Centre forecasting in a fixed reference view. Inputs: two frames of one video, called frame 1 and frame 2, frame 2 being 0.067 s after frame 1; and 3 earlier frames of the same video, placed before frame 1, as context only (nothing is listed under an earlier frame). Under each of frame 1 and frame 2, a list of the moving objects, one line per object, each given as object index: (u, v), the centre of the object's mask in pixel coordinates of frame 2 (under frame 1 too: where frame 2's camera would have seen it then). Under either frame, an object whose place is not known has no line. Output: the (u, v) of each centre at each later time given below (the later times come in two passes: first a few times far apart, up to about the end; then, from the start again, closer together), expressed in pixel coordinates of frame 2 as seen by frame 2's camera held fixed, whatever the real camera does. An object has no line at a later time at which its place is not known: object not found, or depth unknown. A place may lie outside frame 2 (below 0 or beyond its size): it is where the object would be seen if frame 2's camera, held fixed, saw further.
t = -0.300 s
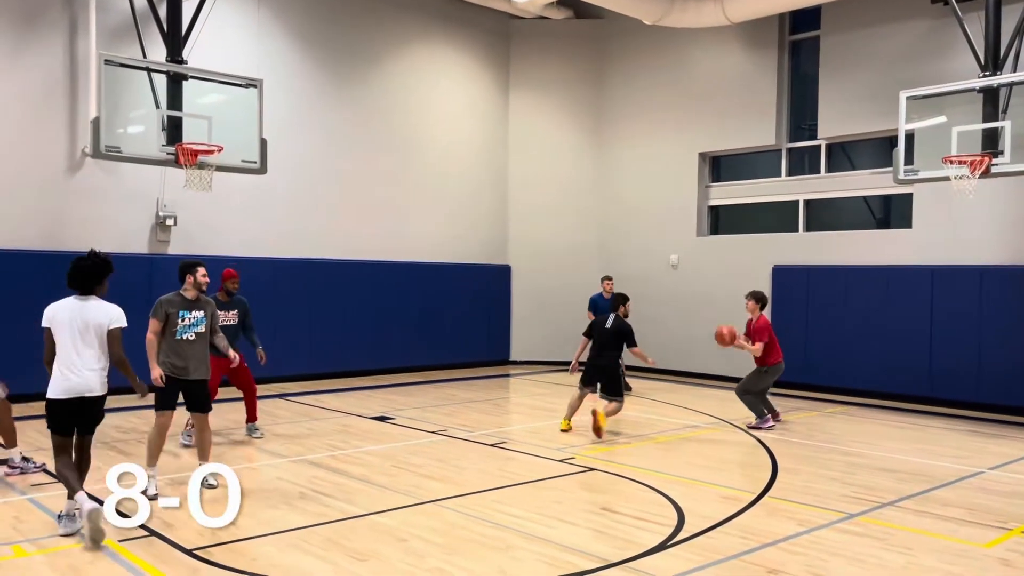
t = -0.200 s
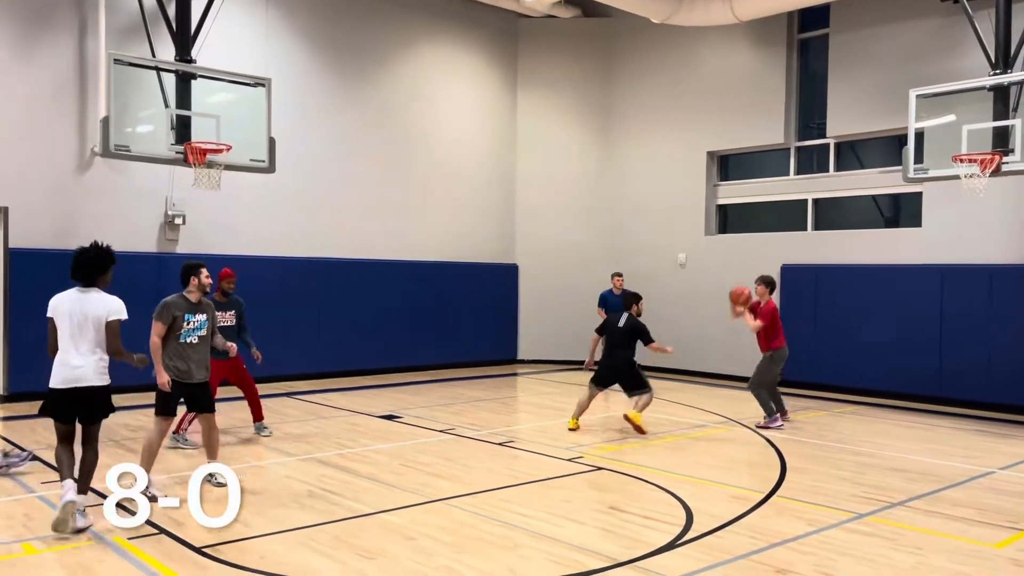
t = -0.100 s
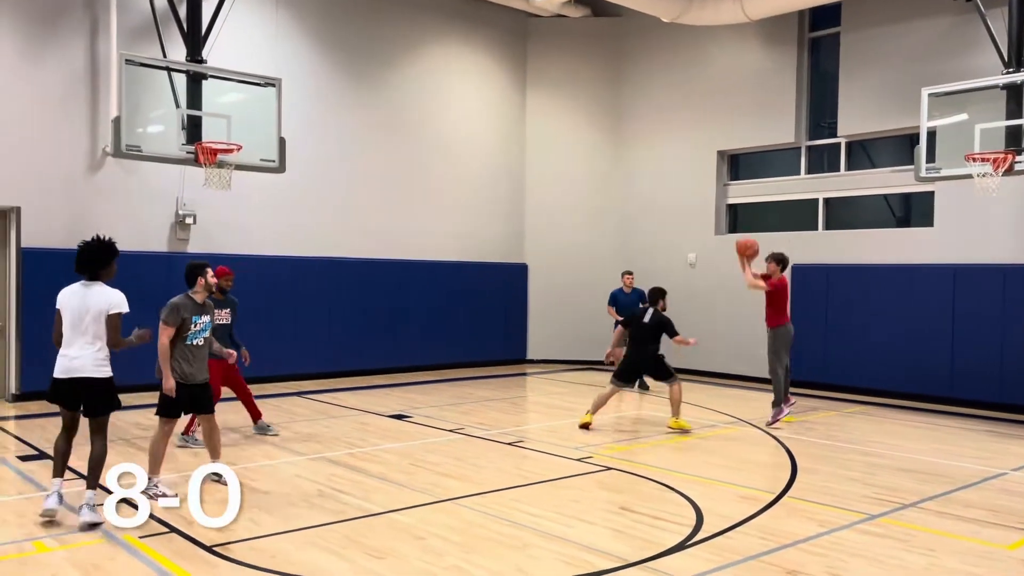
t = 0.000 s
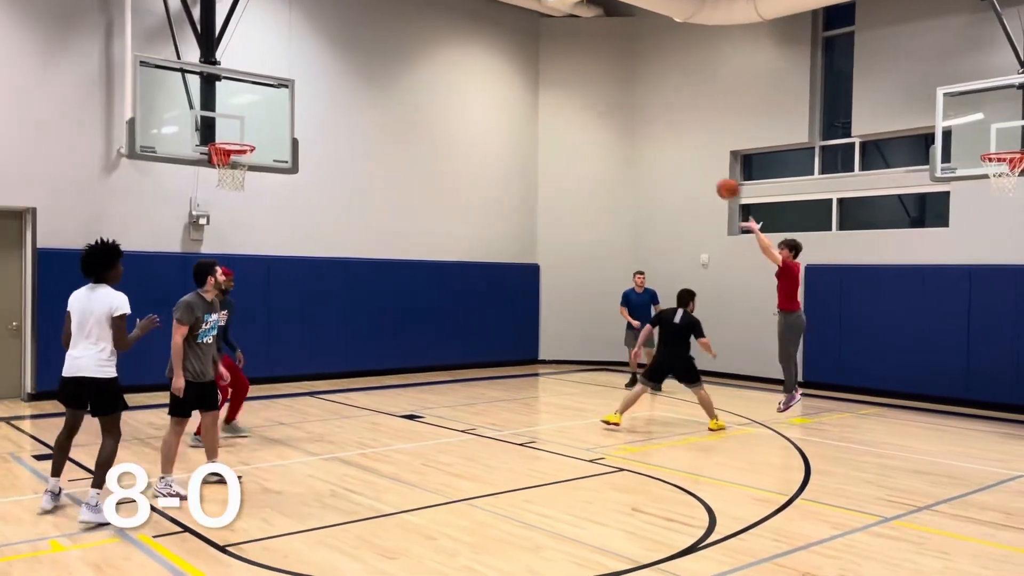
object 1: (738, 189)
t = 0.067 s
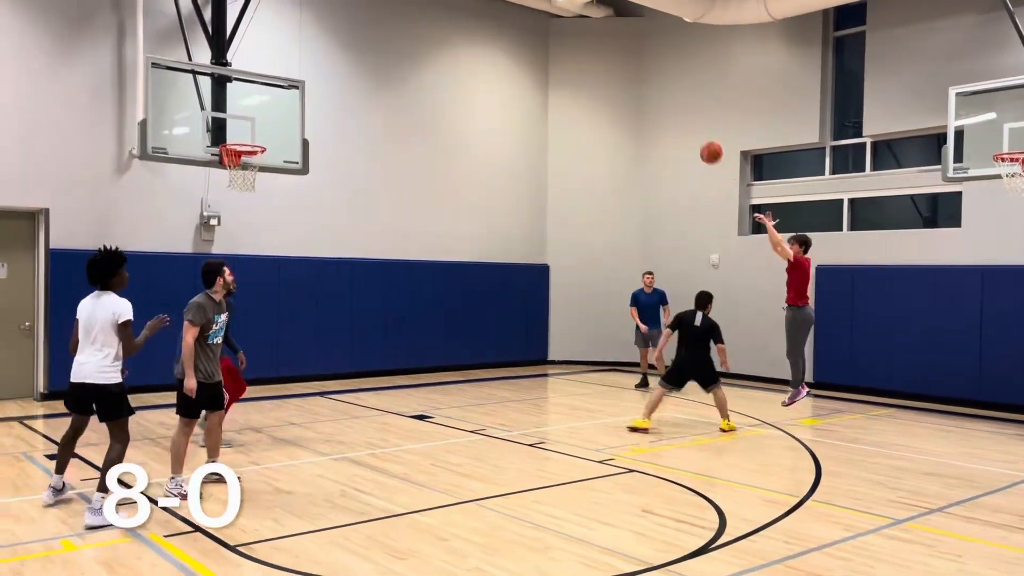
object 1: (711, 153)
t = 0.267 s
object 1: (630, 67)
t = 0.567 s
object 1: (509, 3)
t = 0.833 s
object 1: (401, 12)
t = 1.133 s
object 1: (279, 98)
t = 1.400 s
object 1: (263, 168)
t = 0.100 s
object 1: (698, 136)
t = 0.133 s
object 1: (684, 120)
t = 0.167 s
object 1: (671, 106)
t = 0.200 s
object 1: (657, 91)
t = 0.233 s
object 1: (644, 78)
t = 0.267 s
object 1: (630, 67)
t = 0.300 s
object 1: (617, 56)
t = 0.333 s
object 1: (604, 47)
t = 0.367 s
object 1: (592, 37)
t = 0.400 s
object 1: (578, 30)
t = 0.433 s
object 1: (564, 22)
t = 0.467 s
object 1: (551, 16)
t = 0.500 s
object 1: (538, 11)
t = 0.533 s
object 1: (524, 6)
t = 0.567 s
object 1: (509, 3)
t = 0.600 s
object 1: (495, 1)
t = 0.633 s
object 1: (481, 1)
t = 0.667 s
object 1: (469, 1)
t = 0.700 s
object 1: (456, 1)
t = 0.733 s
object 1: (441, 2)
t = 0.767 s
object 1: (428, 4)
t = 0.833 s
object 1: (401, 12)
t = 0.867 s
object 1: (388, 17)
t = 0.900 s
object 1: (374, 24)
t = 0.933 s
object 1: (361, 31)
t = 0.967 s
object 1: (347, 40)
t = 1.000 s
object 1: (333, 49)
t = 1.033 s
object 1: (320, 60)
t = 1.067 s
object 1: (306, 72)
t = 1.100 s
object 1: (292, 84)
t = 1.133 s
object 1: (279, 98)
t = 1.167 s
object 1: (265, 112)
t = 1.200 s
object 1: (251, 127)
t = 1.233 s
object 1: (238, 140)
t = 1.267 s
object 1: (243, 156)
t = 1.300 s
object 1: (248, 164)
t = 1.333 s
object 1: (253, 169)
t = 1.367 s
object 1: (259, 170)
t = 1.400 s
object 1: (263, 168)
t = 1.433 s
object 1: (267, 166)
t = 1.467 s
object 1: (268, 165)
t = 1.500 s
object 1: (269, 165)
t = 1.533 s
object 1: (268, 166)
